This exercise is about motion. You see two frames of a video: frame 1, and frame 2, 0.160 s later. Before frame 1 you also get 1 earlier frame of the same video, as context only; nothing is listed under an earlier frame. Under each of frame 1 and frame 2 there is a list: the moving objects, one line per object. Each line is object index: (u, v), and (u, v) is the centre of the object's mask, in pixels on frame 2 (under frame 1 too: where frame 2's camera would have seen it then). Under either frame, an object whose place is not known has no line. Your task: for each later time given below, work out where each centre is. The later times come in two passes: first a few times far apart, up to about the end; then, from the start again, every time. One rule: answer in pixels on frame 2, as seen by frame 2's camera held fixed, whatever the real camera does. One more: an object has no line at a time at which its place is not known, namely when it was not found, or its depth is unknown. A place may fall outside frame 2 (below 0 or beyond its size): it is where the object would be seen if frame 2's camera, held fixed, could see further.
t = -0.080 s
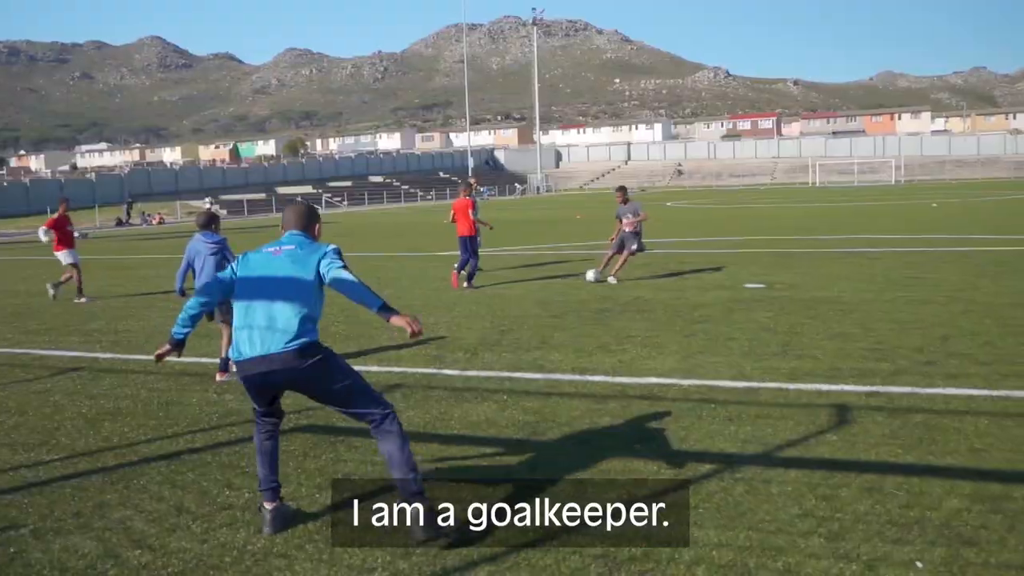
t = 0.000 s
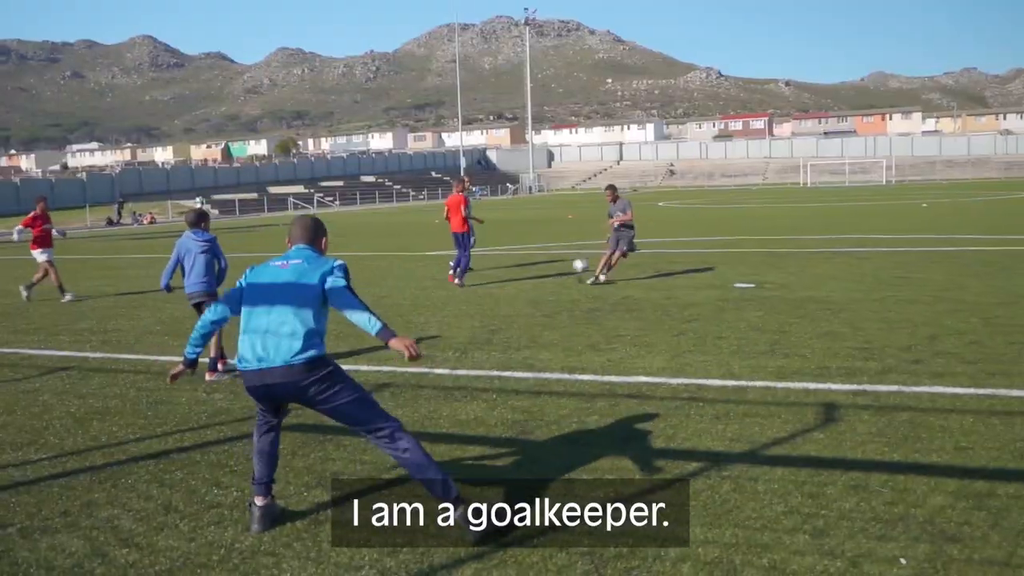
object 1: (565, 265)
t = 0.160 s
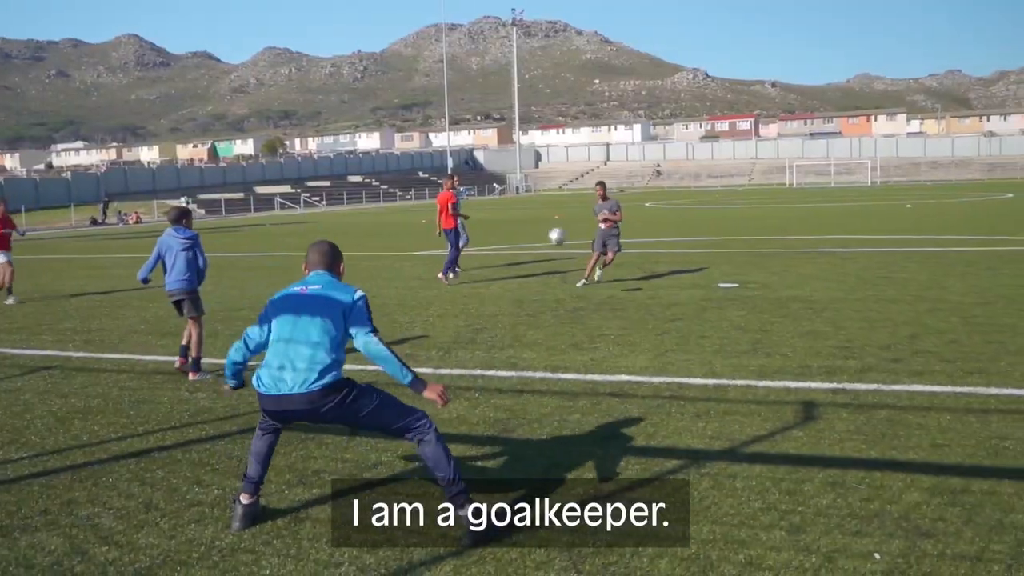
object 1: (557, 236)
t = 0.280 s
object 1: (548, 214)
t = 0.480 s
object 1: (531, 176)
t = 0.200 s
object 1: (554, 230)
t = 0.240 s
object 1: (551, 222)
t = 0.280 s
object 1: (548, 214)
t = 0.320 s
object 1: (545, 207)
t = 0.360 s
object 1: (542, 199)
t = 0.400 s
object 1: (539, 191)
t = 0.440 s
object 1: (534, 183)
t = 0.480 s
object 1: (531, 176)
